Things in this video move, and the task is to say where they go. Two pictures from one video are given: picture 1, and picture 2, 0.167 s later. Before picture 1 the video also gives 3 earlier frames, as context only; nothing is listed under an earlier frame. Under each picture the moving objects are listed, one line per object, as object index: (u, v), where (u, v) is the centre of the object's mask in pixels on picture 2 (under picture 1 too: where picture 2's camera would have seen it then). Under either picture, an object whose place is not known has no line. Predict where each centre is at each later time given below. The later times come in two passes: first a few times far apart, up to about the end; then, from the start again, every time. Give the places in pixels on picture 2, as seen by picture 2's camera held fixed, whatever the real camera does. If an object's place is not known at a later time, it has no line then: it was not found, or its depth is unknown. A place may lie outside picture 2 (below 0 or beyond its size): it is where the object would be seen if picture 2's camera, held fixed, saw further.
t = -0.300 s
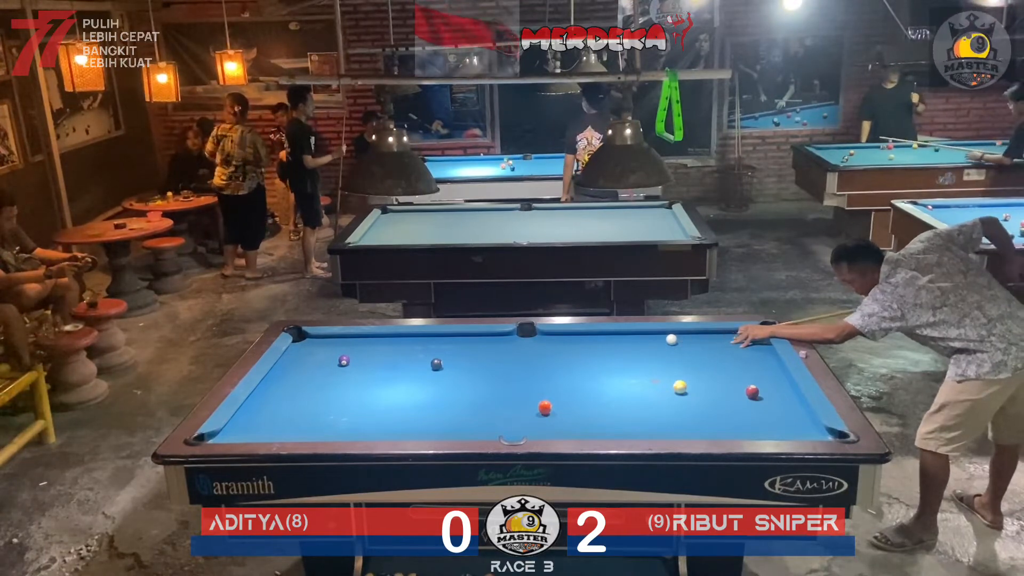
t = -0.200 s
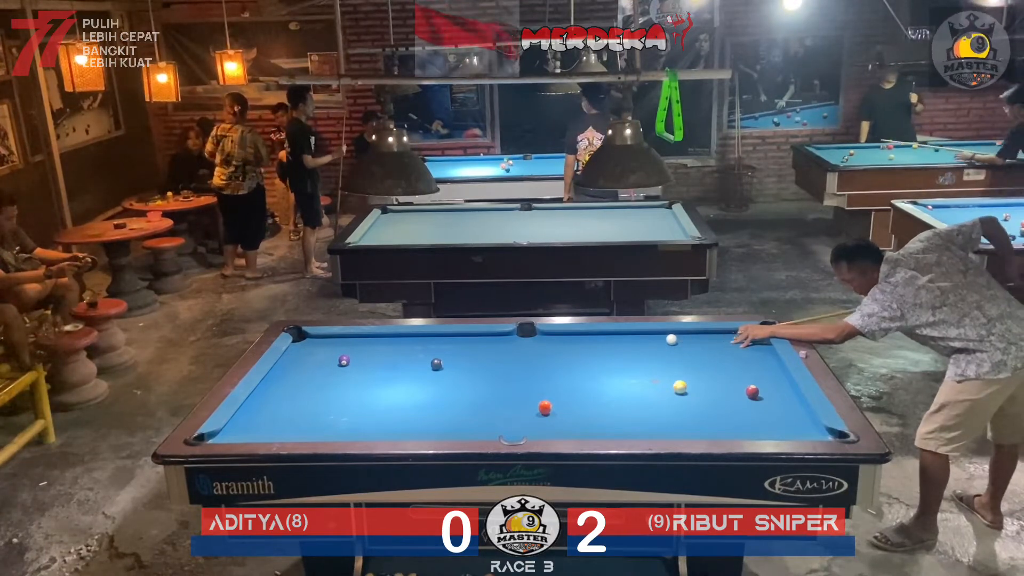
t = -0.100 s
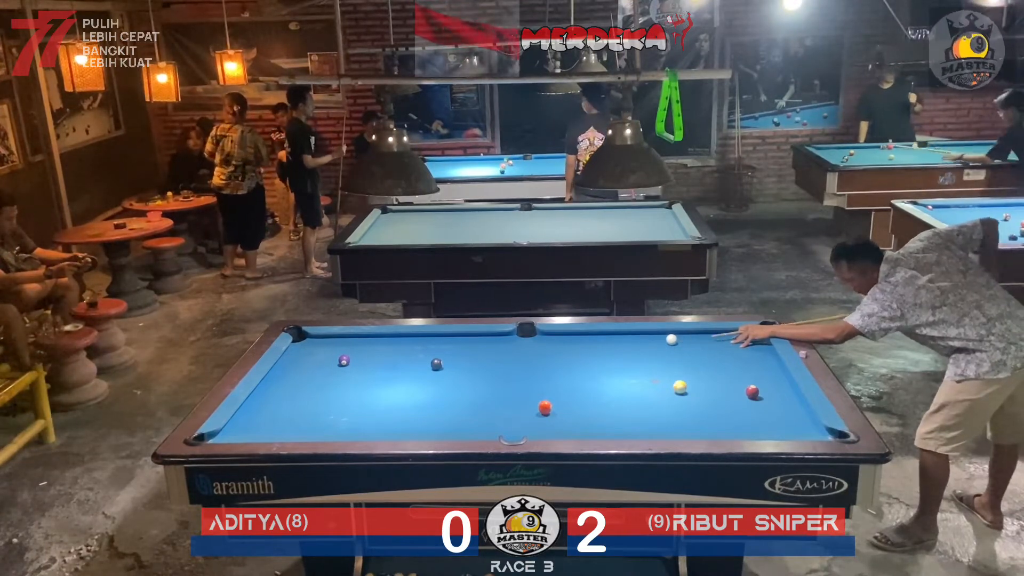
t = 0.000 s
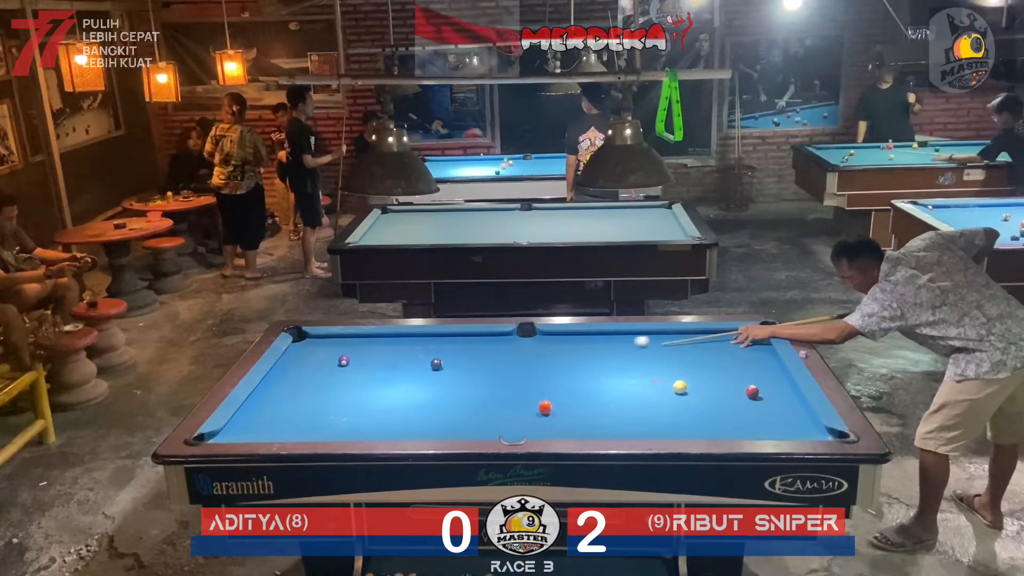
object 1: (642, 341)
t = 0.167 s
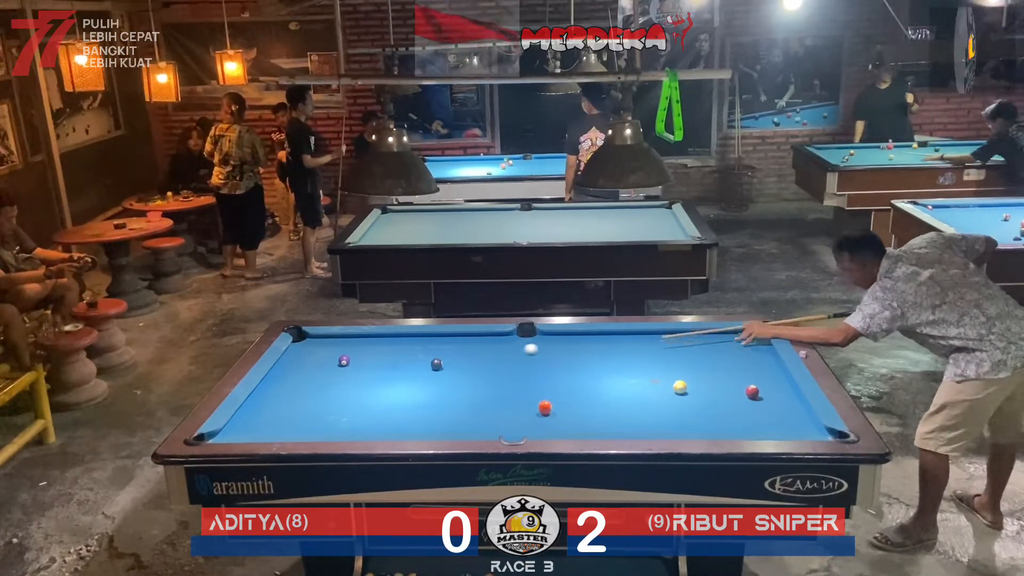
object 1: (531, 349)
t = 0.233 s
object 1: (493, 351)
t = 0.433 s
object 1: (393, 359)
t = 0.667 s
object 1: (294, 378)
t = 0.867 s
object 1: (280, 401)
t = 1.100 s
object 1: (320, 427)
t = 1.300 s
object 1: (372, 418)
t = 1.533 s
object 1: (429, 399)
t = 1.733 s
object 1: (473, 385)
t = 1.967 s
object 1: (519, 371)
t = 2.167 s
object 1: (554, 360)
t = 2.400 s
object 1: (591, 349)
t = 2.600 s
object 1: (620, 340)
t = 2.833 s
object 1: (648, 334)
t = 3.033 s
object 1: (664, 339)
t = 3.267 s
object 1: (681, 344)
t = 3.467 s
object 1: (694, 347)
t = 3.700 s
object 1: (708, 351)
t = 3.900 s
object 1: (719, 355)
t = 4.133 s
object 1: (730, 357)
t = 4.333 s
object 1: (737, 359)
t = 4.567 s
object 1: (744, 362)
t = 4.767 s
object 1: (749, 363)
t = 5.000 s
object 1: (752, 364)
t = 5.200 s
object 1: (753, 364)
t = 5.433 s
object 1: (753, 364)
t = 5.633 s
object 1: (752, 364)
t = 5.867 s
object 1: (753, 364)
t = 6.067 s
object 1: (753, 364)
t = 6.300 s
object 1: (753, 364)
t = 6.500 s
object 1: (753, 364)
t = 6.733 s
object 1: (752, 364)
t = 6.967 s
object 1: (753, 364)
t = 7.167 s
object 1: (752, 364)
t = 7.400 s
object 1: (753, 364)
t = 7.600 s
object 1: (752, 364)
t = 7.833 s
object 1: (752, 364)
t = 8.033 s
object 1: (752, 364)
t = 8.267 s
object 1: (752, 364)
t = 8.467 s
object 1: (752, 364)
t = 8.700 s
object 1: (752, 364)
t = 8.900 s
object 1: (752, 364)
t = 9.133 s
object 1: (753, 364)
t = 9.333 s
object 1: (752, 364)
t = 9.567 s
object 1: (753, 363)
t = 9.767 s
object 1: (752, 364)
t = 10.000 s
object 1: (752, 363)
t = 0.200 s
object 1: (511, 350)
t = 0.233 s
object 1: (493, 351)
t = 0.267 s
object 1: (475, 353)
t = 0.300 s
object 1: (459, 354)
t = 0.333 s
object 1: (443, 355)
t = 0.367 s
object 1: (426, 357)
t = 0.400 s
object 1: (410, 358)
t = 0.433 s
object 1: (393, 359)
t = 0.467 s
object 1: (377, 361)
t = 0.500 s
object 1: (360, 362)
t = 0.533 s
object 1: (346, 364)
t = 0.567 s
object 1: (334, 368)
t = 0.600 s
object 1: (321, 372)
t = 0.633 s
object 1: (307, 375)
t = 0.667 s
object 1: (294, 378)
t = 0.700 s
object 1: (280, 382)
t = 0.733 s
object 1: (266, 386)
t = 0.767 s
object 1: (264, 389)
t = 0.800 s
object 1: (270, 393)
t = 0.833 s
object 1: (275, 397)
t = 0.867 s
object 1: (280, 401)
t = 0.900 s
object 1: (285, 404)
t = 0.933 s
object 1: (291, 408)
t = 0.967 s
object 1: (297, 412)
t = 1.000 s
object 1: (302, 416)
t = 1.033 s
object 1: (307, 421)
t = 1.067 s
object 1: (313, 424)
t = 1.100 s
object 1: (320, 427)
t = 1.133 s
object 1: (326, 430)
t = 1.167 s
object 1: (335, 428)
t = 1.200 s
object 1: (344, 425)
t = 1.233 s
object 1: (353, 423)
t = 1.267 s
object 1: (363, 421)
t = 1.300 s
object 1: (372, 418)
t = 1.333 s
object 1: (380, 415)
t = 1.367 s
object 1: (389, 413)
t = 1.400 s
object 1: (397, 410)
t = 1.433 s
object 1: (405, 407)
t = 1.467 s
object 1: (413, 405)
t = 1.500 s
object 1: (422, 402)
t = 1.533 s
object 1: (429, 399)
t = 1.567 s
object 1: (437, 397)
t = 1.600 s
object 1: (444, 394)
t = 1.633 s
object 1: (451, 392)
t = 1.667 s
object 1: (459, 390)
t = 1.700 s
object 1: (466, 388)
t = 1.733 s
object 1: (473, 385)
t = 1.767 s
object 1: (480, 383)
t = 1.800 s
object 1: (487, 381)
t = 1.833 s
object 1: (494, 379)
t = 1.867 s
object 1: (500, 377)
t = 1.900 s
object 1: (507, 375)
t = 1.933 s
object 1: (513, 373)
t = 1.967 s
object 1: (519, 371)
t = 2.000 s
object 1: (525, 369)
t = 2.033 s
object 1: (531, 367)
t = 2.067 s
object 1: (537, 366)
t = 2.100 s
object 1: (543, 364)
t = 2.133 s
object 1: (549, 362)
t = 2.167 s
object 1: (554, 360)
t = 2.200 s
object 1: (560, 359)
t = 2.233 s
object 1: (565, 357)
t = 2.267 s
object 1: (571, 355)
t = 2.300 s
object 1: (576, 354)
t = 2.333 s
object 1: (581, 352)
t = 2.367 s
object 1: (586, 350)
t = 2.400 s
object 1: (591, 349)
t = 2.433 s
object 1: (596, 347)
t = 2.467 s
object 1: (601, 346)
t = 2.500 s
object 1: (606, 344)
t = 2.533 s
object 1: (611, 343)
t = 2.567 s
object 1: (616, 341)
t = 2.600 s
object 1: (620, 340)
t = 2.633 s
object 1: (625, 338)
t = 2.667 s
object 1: (629, 337)
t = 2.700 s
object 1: (634, 336)
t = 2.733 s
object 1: (638, 334)
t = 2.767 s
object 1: (642, 333)
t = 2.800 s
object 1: (645, 333)
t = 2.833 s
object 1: (648, 334)
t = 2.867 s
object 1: (651, 335)
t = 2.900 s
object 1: (654, 336)
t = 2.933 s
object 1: (656, 336)
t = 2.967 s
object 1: (659, 337)
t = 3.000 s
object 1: (661, 338)
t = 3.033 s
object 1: (664, 339)
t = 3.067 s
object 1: (667, 339)
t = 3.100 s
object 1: (669, 340)
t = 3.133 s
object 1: (672, 341)
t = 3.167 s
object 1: (674, 341)
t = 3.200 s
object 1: (676, 342)
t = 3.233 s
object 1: (679, 343)
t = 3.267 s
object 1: (681, 344)
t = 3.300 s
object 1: (683, 344)
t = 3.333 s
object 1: (686, 345)
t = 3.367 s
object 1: (688, 345)
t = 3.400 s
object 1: (690, 346)
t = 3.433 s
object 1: (692, 347)
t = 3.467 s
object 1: (694, 347)
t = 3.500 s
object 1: (696, 348)
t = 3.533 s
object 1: (698, 349)
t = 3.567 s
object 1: (701, 349)
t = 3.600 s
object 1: (703, 350)
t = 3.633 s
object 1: (705, 350)
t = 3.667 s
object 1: (707, 351)
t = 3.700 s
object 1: (708, 351)
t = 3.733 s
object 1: (710, 352)
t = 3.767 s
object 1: (712, 353)
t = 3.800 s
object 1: (714, 353)
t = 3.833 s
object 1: (716, 354)
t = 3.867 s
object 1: (717, 354)
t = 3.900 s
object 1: (719, 355)
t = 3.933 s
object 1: (721, 355)
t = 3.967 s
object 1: (722, 356)
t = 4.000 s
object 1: (724, 356)
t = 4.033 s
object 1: (726, 356)
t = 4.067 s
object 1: (727, 357)
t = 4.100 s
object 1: (729, 357)
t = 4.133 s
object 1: (730, 357)
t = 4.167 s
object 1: (731, 358)
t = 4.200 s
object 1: (733, 358)
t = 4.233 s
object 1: (734, 359)
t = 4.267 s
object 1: (735, 359)
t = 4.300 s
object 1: (736, 359)
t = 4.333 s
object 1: (737, 359)
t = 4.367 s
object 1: (739, 360)
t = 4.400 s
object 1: (740, 360)
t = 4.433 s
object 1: (741, 361)
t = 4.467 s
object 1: (742, 361)
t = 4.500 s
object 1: (742, 361)
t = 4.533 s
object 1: (743, 361)
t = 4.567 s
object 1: (744, 362)
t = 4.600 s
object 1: (745, 362)
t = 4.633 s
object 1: (746, 362)
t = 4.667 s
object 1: (747, 362)
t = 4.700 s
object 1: (747, 362)
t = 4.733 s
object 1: (748, 362)
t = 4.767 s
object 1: (749, 363)
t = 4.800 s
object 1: (749, 363)
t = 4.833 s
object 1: (750, 363)
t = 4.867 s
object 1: (750, 363)
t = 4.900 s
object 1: (751, 363)
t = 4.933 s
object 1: (751, 363)
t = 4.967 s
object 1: (751, 363)
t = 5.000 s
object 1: (752, 364)
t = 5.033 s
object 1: (752, 364)
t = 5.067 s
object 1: (752, 364)
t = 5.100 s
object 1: (752, 364)
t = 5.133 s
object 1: (752, 364)
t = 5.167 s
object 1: (753, 364)
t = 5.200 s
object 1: (753, 364)
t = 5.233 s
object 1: (753, 364)
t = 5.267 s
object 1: (753, 364)
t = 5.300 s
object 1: (753, 364)
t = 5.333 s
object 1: (753, 364)
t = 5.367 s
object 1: (753, 364)
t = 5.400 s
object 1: (753, 364)
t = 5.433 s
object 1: (753, 364)
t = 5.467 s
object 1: (753, 364)
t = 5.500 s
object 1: (753, 364)
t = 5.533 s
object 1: (752, 364)
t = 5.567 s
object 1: (753, 364)
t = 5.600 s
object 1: (752, 364)
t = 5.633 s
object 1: (752, 364)
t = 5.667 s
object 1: (752, 364)
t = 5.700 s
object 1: (752, 364)
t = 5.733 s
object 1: (752, 364)
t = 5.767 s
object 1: (753, 364)
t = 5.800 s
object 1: (753, 364)
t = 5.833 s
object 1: (752, 364)
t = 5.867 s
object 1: (753, 364)
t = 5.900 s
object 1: (753, 364)
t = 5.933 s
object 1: (753, 364)
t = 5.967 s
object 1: (753, 364)
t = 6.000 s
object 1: (752, 364)
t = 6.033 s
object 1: (753, 364)
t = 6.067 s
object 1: (753, 364)
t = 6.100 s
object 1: (753, 364)
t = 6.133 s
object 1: (753, 364)
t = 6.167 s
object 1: (753, 364)
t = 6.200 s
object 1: (753, 364)
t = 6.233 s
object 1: (753, 364)
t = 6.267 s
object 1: (753, 364)
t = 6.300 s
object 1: (753, 364)
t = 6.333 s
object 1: (753, 364)
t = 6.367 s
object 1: (753, 364)
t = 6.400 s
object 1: (753, 364)
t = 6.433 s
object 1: (753, 364)
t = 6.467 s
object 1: (753, 364)
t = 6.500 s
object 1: (753, 364)
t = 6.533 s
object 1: (753, 364)
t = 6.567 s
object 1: (753, 364)
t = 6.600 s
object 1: (753, 364)
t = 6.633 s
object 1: (753, 364)
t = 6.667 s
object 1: (753, 364)
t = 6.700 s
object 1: (752, 364)
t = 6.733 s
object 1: (752, 364)
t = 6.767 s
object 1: (753, 363)
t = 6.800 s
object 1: (752, 364)
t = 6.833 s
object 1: (752, 364)
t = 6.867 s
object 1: (752, 364)
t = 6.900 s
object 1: (752, 364)
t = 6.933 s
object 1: (752, 364)
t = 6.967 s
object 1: (753, 364)
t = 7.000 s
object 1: (752, 364)
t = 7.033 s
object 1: (752, 364)
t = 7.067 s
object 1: (752, 364)
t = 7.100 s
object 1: (752, 364)
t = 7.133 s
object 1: (752, 364)
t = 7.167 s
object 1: (752, 364)
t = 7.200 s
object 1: (752, 364)
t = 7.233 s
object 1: (752, 364)
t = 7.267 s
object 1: (752, 364)
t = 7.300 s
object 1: (752, 364)
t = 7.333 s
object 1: (753, 364)
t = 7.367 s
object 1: (752, 364)
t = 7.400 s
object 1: (753, 364)
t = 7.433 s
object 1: (752, 364)
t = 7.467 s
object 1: (752, 364)
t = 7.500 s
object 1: (752, 364)
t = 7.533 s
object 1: (752, 364)
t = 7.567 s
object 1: (752, 364)
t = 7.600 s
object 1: (752, 364)
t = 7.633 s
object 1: (752, 364)
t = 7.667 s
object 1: (752, 364)
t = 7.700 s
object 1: (752, 364)
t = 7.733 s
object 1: (752, 364)
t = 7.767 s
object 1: (752, 364)
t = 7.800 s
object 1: (752, 364)
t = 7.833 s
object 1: (752, 364)
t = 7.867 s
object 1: (752, 364)
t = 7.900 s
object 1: (752, 364)
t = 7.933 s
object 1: (752, 364)
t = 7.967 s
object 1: (752, 364)
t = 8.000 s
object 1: (752, 364)
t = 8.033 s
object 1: (752, 364)
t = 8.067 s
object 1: (752, 364)
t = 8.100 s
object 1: (752, 364)
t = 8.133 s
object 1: (752, 364)
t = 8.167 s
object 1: (752, 364)
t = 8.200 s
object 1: (752, 364)
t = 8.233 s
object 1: (752, 364)
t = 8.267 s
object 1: (752, 364)
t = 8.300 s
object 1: (752, 364)
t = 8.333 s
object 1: (752, 364)
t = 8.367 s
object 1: (752, 364)
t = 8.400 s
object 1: (752, 364)
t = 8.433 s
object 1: (752, 364)
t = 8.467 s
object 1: (752, 364)
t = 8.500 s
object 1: (752, 364)
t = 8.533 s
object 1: (752, 364)
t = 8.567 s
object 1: (752, 364)
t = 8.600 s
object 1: (752, 364)
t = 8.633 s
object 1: (752, 364)
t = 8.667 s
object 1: (752, 364)
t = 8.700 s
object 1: (752, 364)
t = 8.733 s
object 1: (752, 364)
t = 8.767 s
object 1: (752, 364)
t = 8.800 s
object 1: (752, 364)
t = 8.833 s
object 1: (752, 364)
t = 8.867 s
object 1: (752, 364)
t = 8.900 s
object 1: (752, 364)
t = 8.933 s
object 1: (752, 364)
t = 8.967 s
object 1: (752, 364)
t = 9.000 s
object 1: (752, 364)
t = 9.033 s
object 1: (752, 364)
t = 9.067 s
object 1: (752, 364)
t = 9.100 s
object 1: (752, 364)
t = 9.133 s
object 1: (753, 364)
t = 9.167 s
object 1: (753, 364)
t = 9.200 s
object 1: (752, 364)
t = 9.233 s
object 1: (752, 364)
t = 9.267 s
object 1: (753, 364)
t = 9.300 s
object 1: (753, 364)
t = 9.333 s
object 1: (752, 364)
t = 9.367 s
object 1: (753, 363)
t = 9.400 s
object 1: (752, 364)
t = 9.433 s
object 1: (753, 364)
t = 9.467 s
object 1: (753, 363)
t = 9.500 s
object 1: (753, 363)
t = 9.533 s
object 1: (752, 363)
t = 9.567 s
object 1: (753, 363)
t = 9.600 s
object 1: (753, 363)
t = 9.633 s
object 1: (753, 363)
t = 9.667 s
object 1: (753, 364)
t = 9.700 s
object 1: (753, 363)
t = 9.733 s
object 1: (752, 364)
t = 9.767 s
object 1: (752, 364)
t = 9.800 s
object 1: (752, 363)
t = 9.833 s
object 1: (753, 363)
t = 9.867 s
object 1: (753, 363)
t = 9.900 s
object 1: (752, 364)
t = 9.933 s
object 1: (752, 363)
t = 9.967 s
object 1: (753, 363)
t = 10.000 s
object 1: (752, 363)
